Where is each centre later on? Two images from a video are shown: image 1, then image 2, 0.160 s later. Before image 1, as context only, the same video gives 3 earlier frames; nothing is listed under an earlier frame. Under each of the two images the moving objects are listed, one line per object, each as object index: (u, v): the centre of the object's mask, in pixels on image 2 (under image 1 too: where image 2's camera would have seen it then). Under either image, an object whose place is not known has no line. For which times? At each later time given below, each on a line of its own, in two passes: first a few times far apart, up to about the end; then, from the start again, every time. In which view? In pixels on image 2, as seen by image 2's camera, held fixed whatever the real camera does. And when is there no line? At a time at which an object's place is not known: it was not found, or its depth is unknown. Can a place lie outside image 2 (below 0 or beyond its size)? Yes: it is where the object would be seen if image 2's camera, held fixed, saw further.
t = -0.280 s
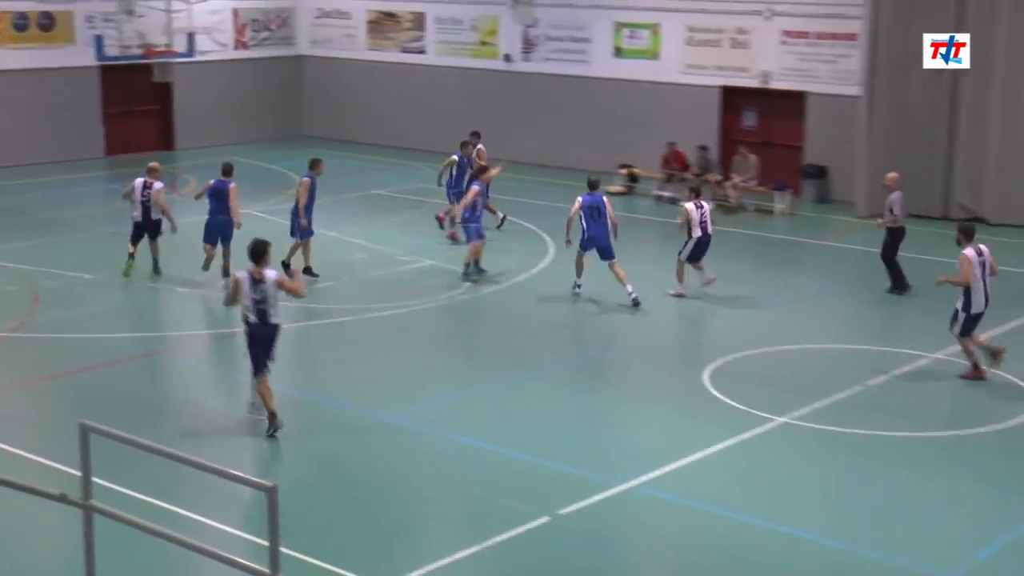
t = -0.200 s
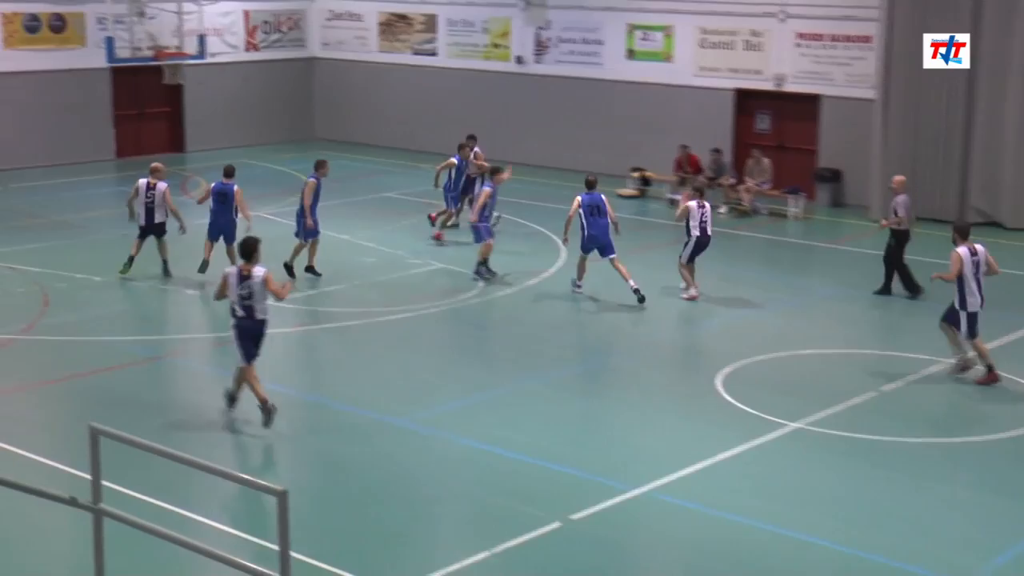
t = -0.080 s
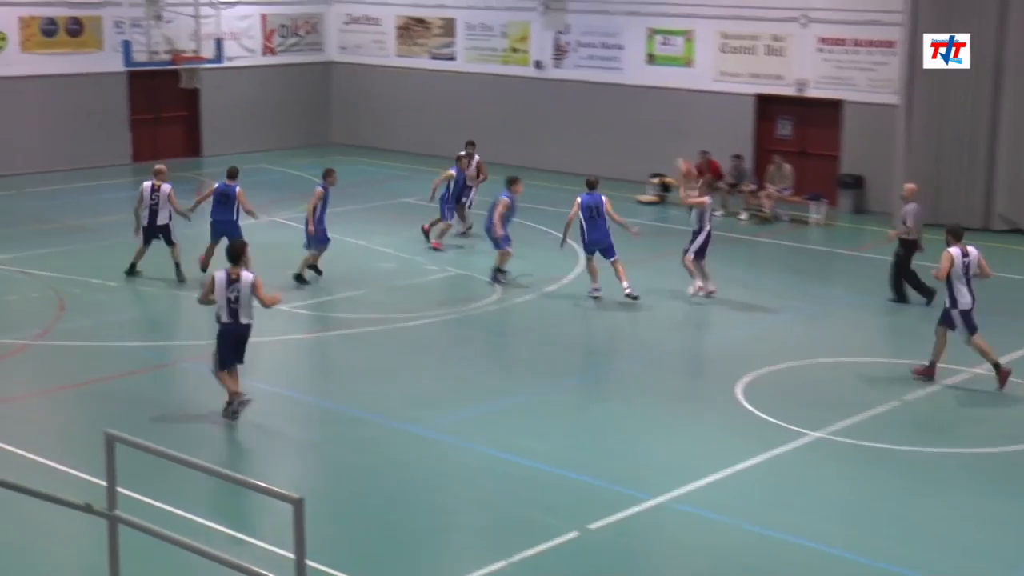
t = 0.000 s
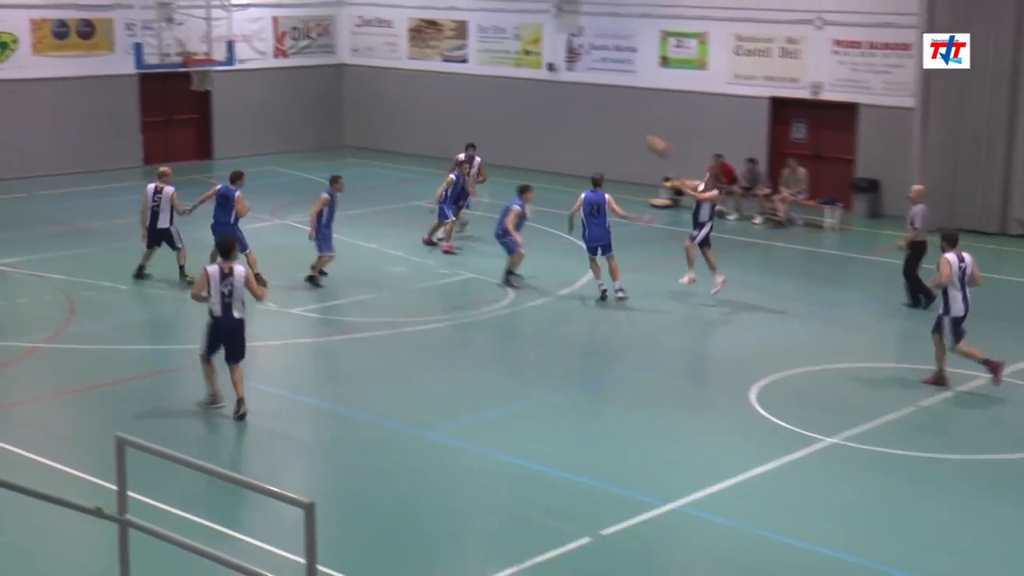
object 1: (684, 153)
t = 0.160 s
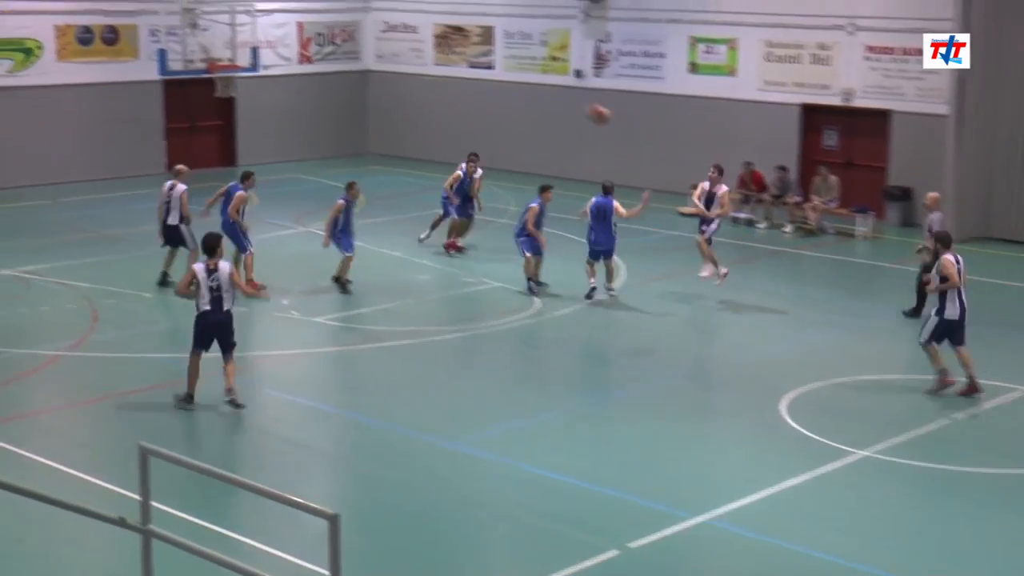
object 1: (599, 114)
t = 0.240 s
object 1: (551, 99)
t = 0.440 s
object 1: (433, 83)
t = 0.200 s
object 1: (575, 107)
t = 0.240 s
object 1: (551, 99)
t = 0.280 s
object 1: (525, 94)
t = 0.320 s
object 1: (503, 90)
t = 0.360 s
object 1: (480, 86)
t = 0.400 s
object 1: (457, 84)
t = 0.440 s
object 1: (433, 83)
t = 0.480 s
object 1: (408, 82)
